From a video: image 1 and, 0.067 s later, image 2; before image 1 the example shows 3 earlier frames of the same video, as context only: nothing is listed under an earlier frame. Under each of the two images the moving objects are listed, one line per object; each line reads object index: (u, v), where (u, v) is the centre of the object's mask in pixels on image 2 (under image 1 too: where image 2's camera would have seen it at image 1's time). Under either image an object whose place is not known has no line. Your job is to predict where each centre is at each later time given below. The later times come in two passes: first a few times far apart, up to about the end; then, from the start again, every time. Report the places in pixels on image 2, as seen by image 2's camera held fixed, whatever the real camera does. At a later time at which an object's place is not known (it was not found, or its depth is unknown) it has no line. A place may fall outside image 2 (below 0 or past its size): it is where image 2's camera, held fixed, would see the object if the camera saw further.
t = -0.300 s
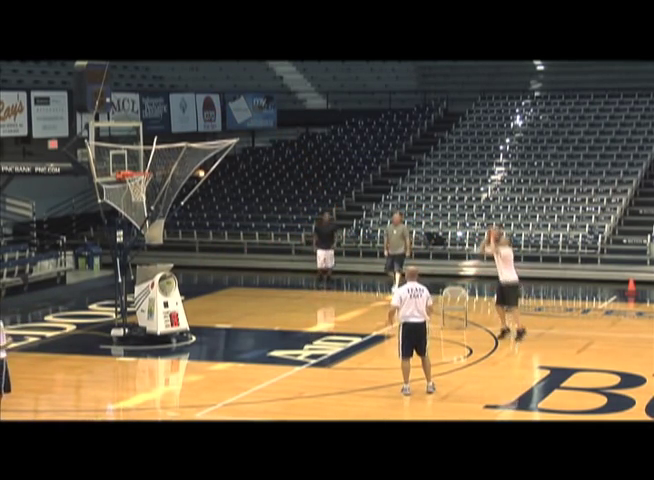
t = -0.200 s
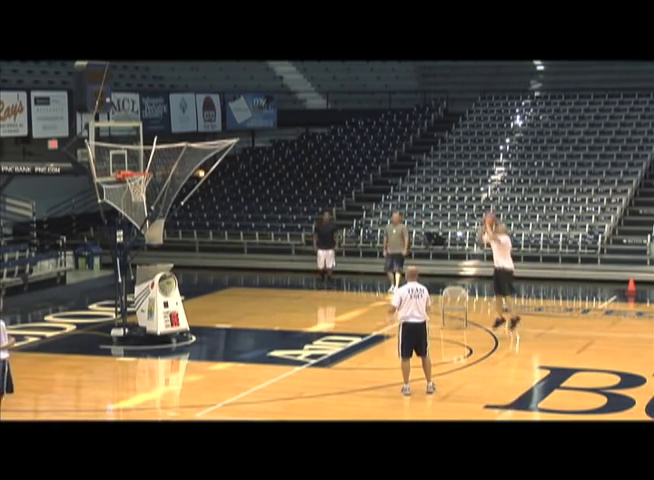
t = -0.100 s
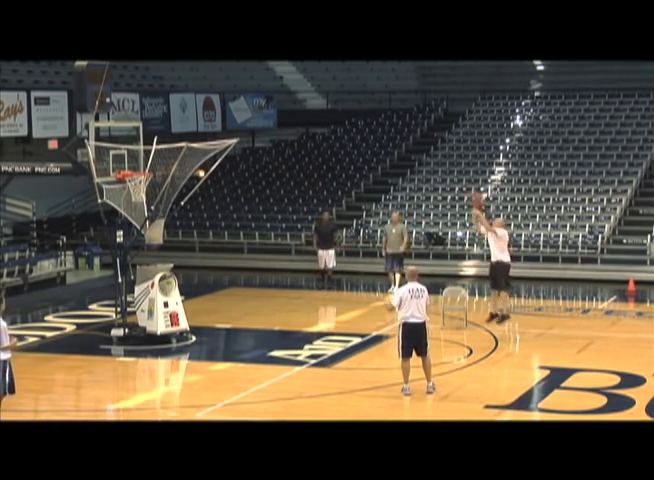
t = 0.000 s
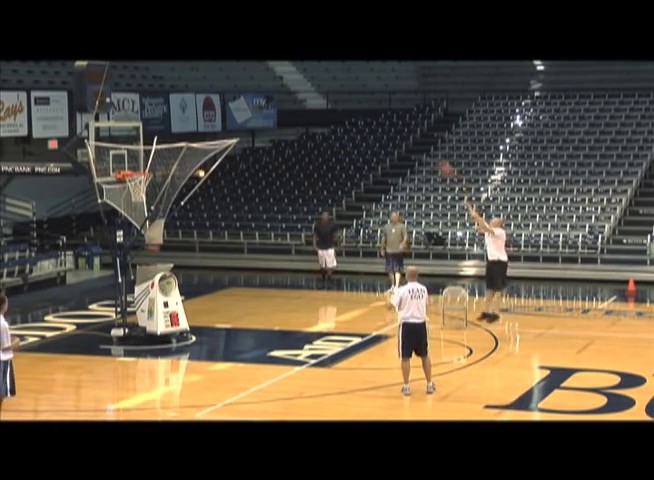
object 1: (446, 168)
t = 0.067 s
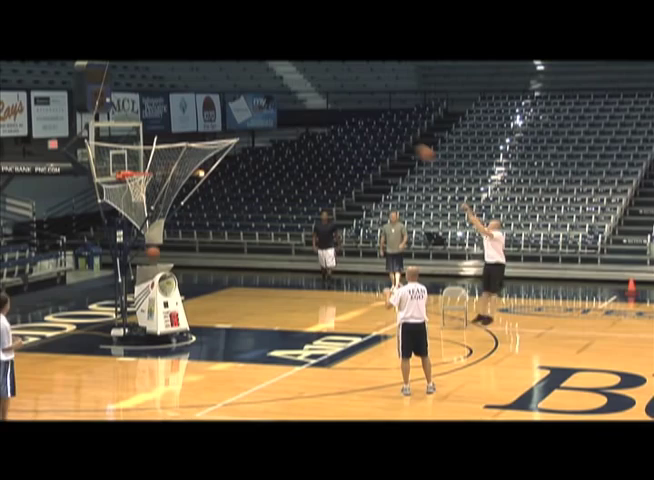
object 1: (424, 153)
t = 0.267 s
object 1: (363, 116)
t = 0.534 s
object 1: (282, 101)
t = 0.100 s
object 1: (415, 145)
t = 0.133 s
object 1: (404, 138)
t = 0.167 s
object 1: (394, 131)
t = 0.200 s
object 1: (384, 126)
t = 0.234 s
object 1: (373, 121)
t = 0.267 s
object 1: (363, 116)
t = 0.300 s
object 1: (353, 112)
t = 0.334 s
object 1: (342, 109)
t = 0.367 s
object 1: (334, 106)
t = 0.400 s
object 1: (322, 104)
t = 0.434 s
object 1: (314, 102)
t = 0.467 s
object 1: (302, 101)
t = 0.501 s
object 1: (292, 101)
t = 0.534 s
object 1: (282, 101)
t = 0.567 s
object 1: (272, 101)
